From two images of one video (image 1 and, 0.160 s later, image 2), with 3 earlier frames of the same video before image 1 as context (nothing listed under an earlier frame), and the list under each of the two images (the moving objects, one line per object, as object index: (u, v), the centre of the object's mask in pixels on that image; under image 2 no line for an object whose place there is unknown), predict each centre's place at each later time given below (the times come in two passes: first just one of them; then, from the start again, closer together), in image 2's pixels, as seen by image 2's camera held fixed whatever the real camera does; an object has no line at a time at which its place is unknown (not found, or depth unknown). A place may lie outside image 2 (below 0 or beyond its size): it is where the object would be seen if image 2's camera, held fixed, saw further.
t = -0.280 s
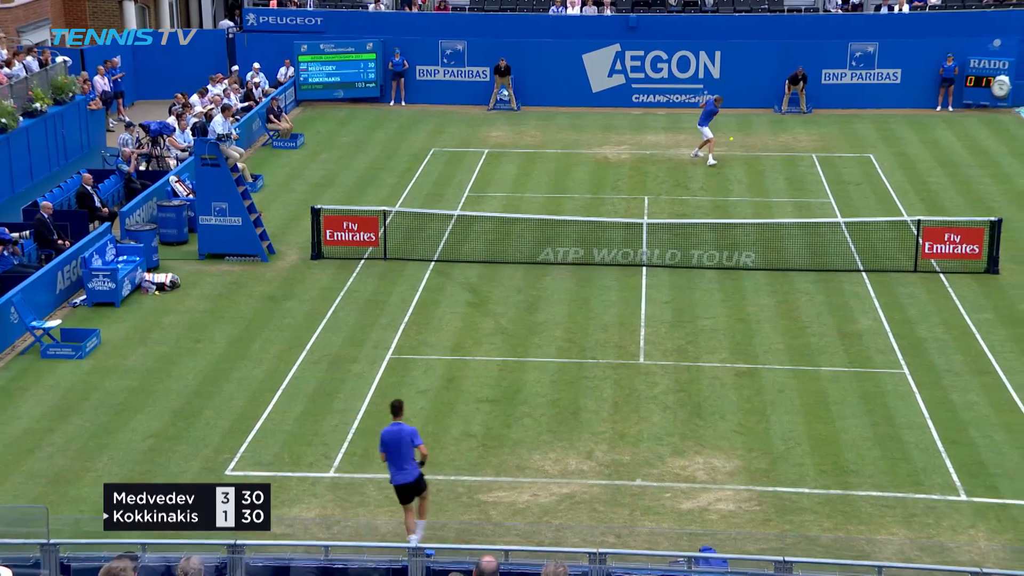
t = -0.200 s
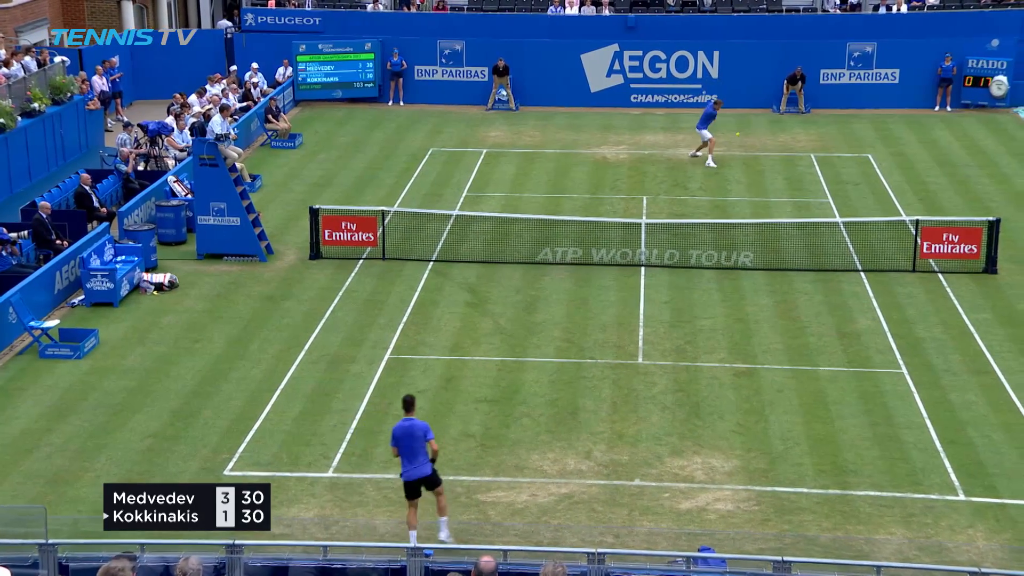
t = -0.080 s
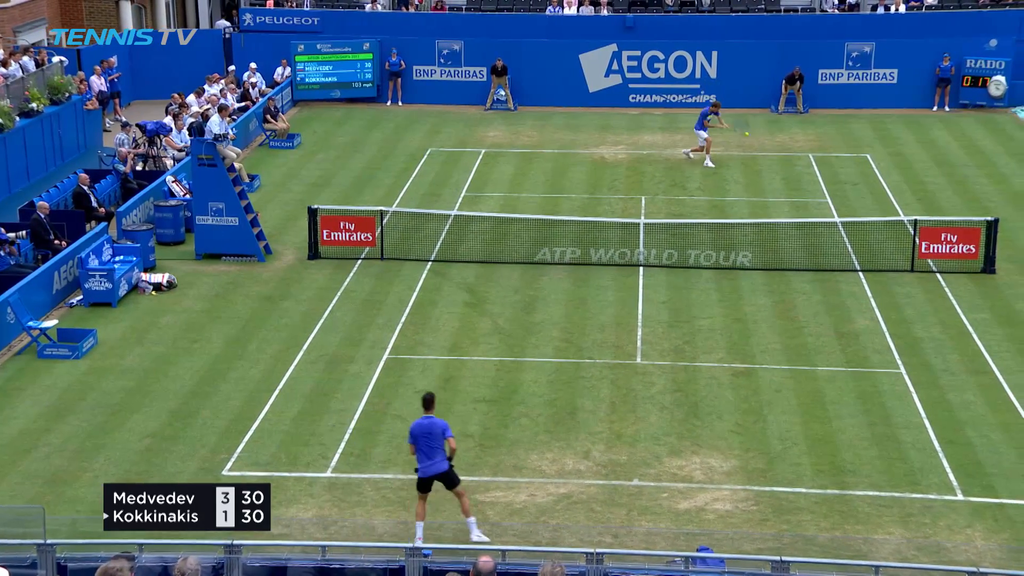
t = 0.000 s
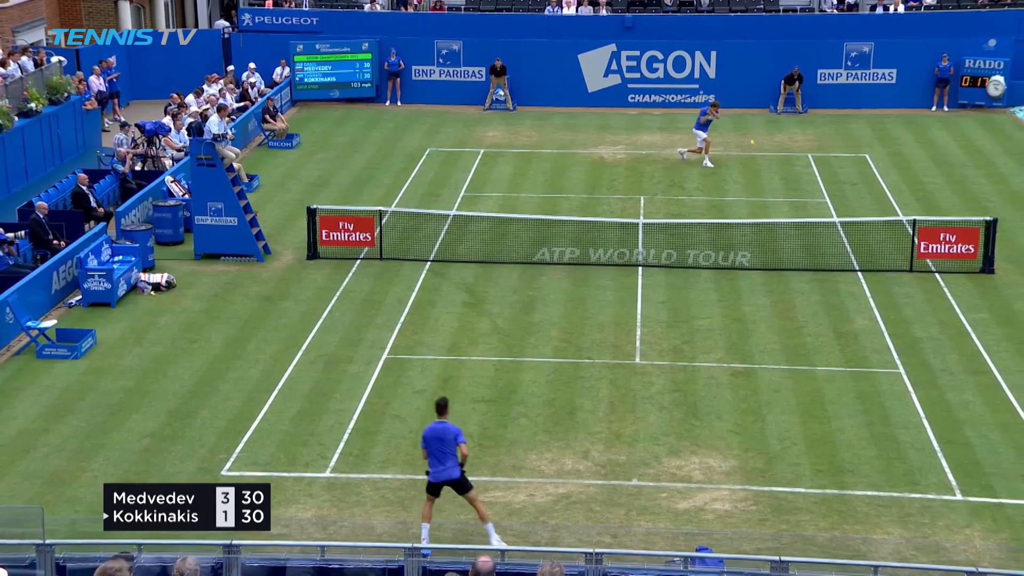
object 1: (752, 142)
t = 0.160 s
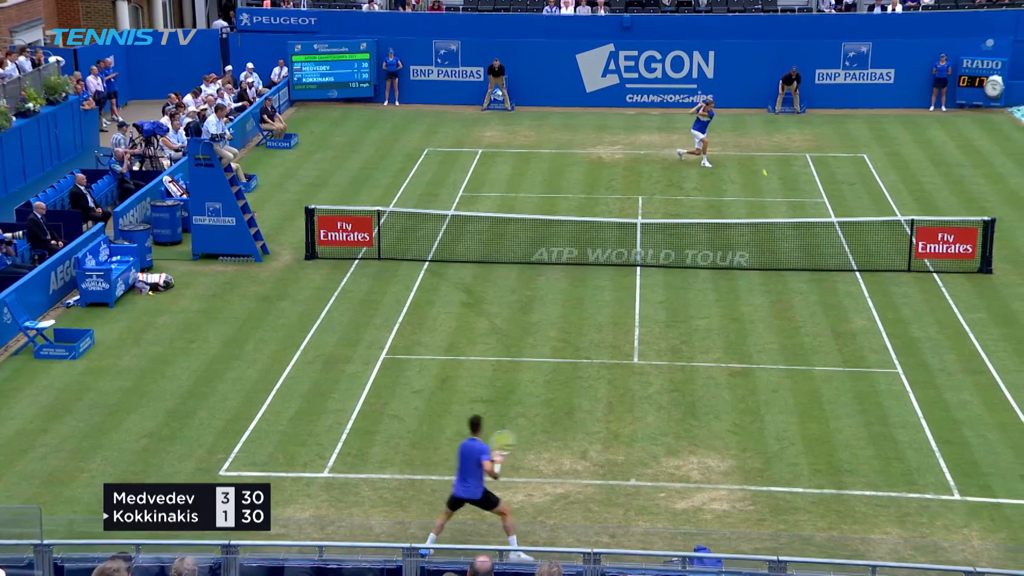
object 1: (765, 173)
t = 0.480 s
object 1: (801, 301)
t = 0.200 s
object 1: (769, 183)
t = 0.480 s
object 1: (801, 301)
